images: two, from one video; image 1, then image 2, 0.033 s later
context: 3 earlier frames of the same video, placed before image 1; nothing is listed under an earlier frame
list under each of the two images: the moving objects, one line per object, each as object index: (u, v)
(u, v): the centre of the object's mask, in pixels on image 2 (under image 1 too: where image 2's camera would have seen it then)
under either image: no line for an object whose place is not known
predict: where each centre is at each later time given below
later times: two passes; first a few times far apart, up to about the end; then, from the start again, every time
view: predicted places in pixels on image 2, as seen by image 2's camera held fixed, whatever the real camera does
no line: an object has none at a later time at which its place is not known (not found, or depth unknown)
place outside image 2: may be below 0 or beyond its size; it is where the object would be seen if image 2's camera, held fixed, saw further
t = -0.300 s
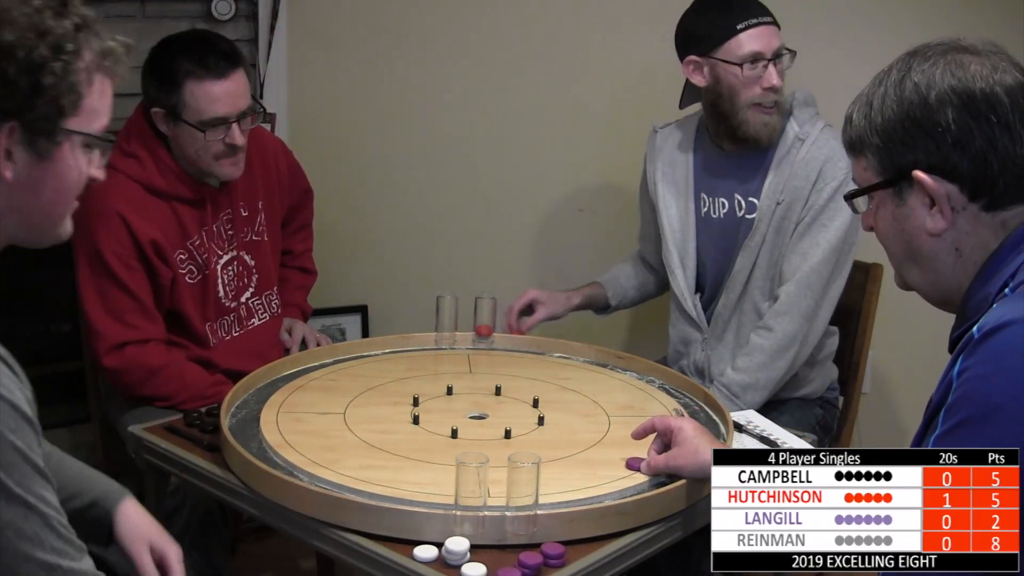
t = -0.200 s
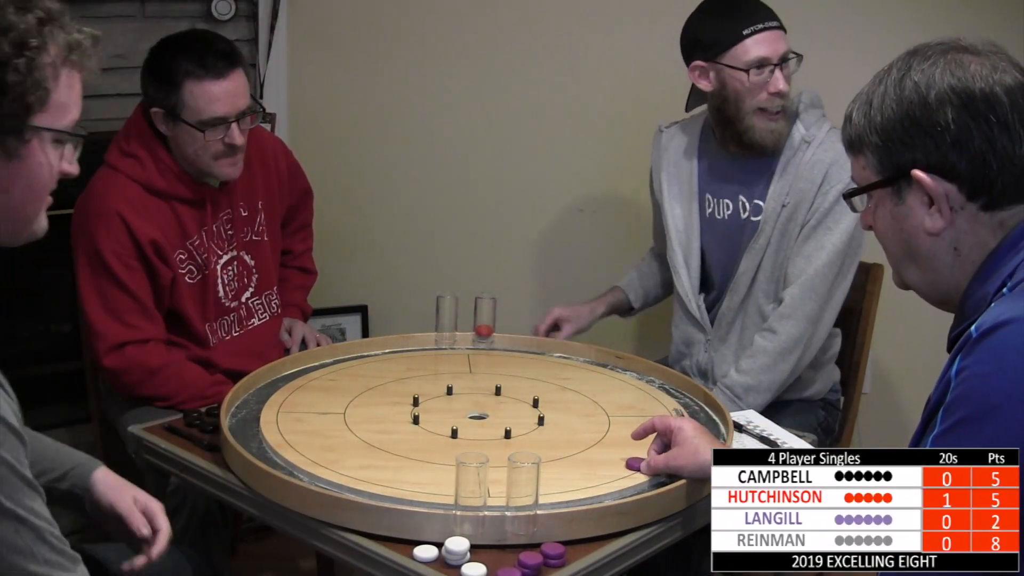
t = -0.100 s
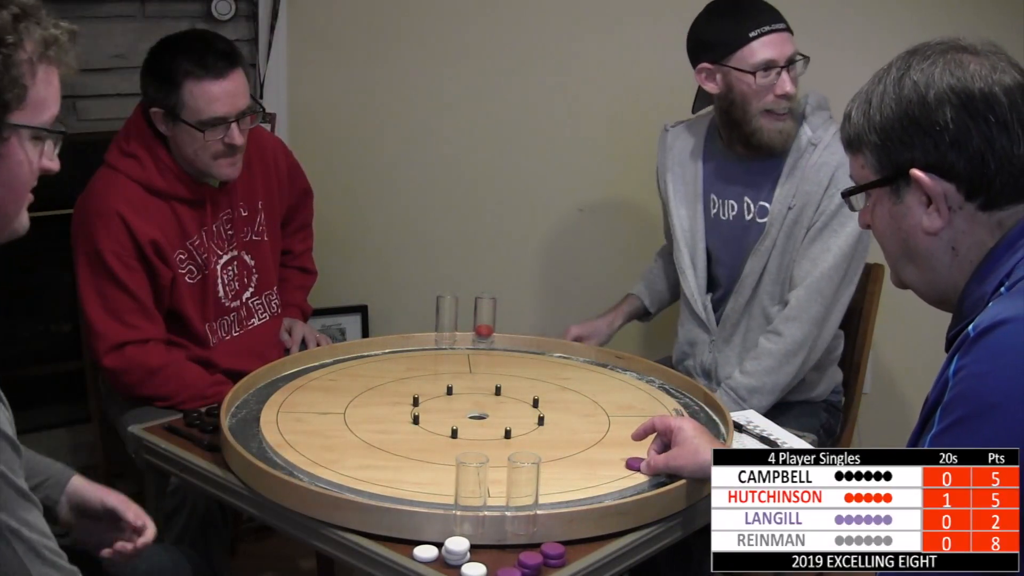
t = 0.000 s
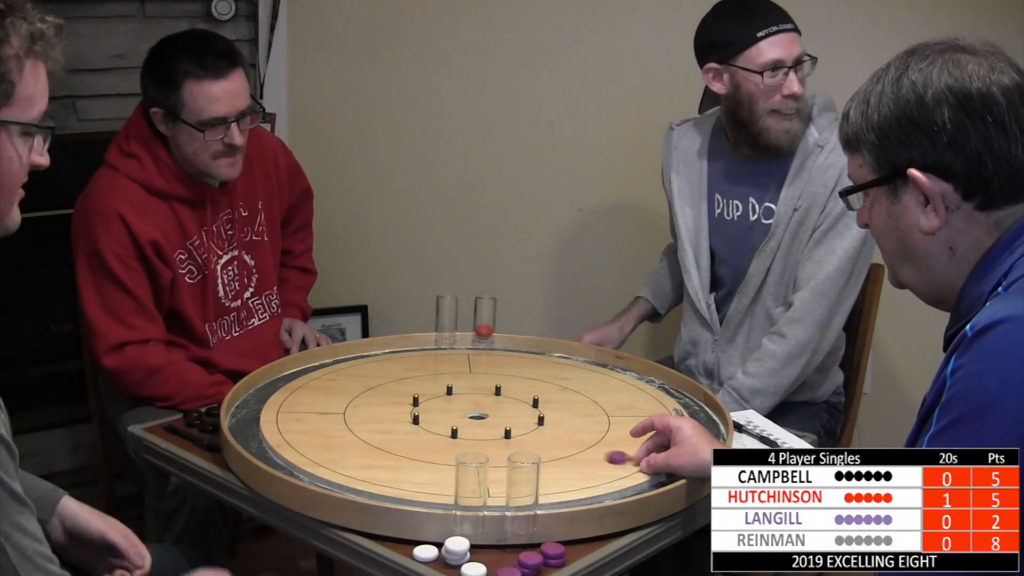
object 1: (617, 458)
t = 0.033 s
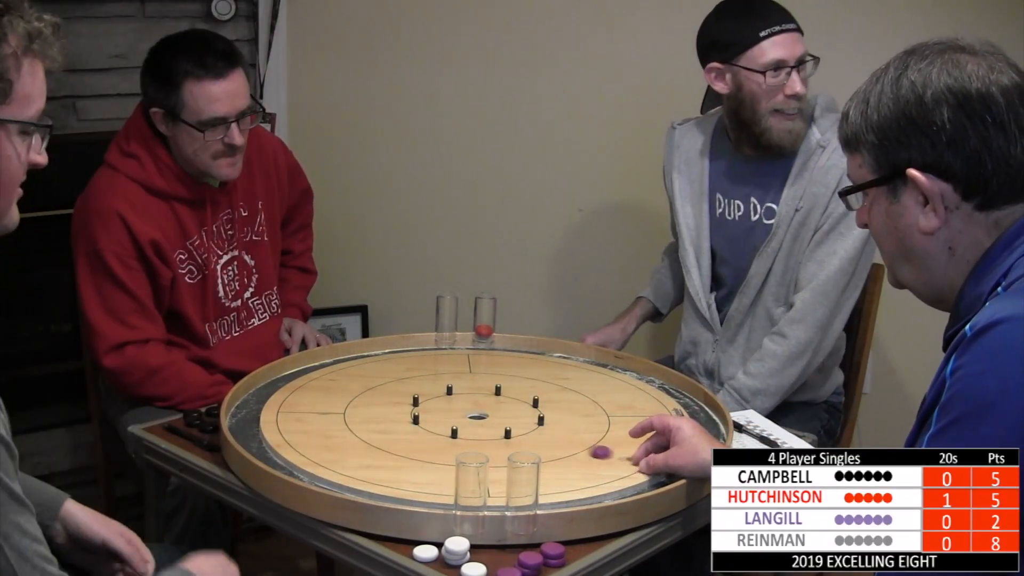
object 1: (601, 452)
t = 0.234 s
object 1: (520, 425)
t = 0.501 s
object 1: (471, 411)
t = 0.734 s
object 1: (471, 411)
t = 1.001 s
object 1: (471, 411)
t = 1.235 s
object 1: (470, 411)
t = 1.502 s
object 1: (470, 411)
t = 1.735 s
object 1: (470, 411)
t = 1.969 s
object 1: (470, 411)
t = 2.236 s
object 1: (470, 411)
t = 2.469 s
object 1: (470, 411)
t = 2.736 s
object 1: (470, 411)
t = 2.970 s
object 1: (470, 410)
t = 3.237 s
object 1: (470, 411)
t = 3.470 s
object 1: (470, 411)
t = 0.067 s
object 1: (585, 447)
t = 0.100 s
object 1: (570, 442)
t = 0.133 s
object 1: (556, 437)
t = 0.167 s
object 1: (543, 433)
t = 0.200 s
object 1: (531, 429)
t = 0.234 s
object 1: (520, 425)
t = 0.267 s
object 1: (509, 422)
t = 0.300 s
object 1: (500, 418)
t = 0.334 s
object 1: (491, 415)
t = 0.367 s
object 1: (484, 413)
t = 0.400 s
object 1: (477, 412)
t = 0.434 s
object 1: (472, 410)
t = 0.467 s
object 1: (471, 411)
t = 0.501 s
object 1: (471, 411)
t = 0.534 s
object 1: (470, 411)
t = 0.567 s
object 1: (471, 411)
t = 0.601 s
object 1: (471, 411)
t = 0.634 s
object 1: (471, 411)
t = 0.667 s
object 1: (471, 411)
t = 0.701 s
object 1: (470, 411)
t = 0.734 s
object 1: (471, 411)
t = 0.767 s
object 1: (471, 411)
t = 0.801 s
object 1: (470, 411)
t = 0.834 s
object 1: (470, 411)
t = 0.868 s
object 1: (471, 411)
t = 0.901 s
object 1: (471, 411)
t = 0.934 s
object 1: (471, 411)
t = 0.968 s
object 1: (471, 411)
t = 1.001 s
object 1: (471, 411)
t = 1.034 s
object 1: (471, 411)
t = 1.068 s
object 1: (471, 411)
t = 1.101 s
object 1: (470, 411)
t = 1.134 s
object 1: (471, 411)
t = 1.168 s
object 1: (471, 411)
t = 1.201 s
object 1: (470, 411)
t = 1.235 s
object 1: (470, 411)
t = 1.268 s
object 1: (470, 411)
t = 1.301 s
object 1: (470, 411)
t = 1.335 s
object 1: (470, 411)
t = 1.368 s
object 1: (470, 411)
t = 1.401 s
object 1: (470, 411)
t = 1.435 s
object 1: (470, 411)
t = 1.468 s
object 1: (470, 411)
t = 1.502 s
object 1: (470, 411)
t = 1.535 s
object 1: (470, 411)
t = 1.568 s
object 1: (470, 411)
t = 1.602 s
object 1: (470, 411)
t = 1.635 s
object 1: (470, 411)
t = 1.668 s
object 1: (470, 411)
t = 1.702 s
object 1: (470, 411)
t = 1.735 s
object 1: (470, 411)
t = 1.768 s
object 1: (470, 411)
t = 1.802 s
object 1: (470, 411)
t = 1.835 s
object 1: (470, 411)
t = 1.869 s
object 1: (470, 411)
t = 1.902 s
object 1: (470, 411)
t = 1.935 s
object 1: (470, 411)
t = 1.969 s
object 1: (470, 411)
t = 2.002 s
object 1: (471, 411)
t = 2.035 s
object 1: (471, 411)
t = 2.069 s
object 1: (471, 411)
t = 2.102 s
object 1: (470, 411)
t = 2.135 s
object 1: (471, 411)
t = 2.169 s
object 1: (471, 411)
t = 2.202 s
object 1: (471, 411)
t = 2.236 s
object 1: (470, 411)
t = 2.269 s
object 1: (470, 411)
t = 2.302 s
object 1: (470, 411)
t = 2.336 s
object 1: (471, 411)
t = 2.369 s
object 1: (470, 411)
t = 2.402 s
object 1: (470, 411)
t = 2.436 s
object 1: (470, 411)
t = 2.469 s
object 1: (470, 411)
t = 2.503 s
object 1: (470, 411)
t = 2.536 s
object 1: (470, 411)
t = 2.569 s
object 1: (470, 411)
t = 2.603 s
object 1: (470, 411)
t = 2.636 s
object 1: (470, 411)
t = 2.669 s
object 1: (470, 411)
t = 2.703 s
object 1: (470, 411)
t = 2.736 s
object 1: (470, 411)
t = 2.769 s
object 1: (470, 410)
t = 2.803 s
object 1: (470, 411)
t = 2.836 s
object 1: (470, 411)
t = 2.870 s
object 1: (471, 411)
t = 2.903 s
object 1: (471, 411)
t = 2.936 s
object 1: (471, 411)
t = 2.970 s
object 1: (470, 410)
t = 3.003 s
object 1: (470, 411)
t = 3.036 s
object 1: (470, 410)
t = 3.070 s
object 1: (470, 411)
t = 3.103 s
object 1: (470, 411)
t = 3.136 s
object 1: (470, 410)
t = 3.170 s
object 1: (470, 411)
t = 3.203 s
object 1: (470, 410)
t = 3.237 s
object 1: (470, 411)
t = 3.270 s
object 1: (470, 411)
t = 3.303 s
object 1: (470, 411)
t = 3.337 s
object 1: (470, 411)
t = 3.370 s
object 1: (470, 411)
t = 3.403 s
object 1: (470, 411)
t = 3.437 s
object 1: (470, 411)
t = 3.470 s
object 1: (470, 411)
